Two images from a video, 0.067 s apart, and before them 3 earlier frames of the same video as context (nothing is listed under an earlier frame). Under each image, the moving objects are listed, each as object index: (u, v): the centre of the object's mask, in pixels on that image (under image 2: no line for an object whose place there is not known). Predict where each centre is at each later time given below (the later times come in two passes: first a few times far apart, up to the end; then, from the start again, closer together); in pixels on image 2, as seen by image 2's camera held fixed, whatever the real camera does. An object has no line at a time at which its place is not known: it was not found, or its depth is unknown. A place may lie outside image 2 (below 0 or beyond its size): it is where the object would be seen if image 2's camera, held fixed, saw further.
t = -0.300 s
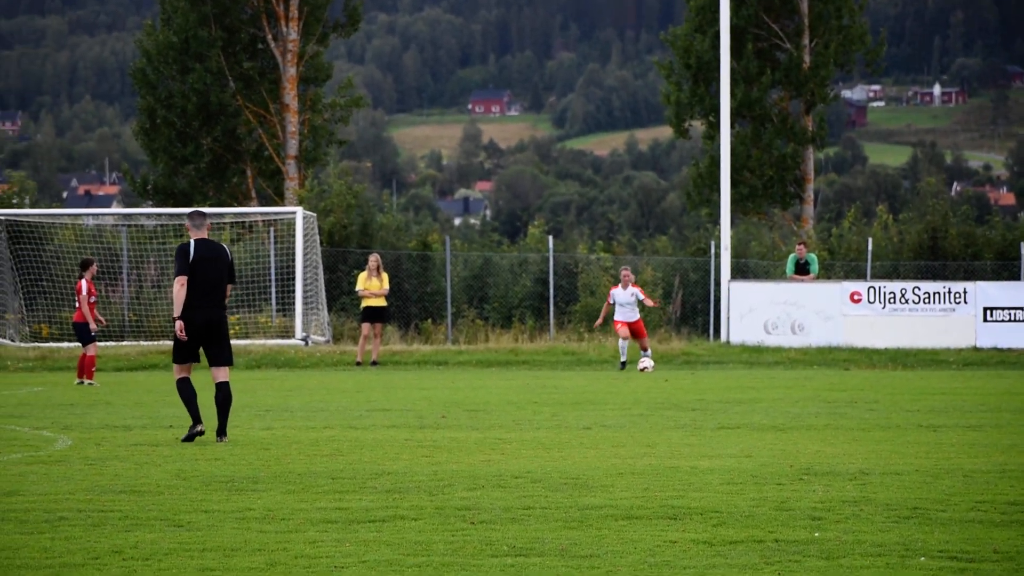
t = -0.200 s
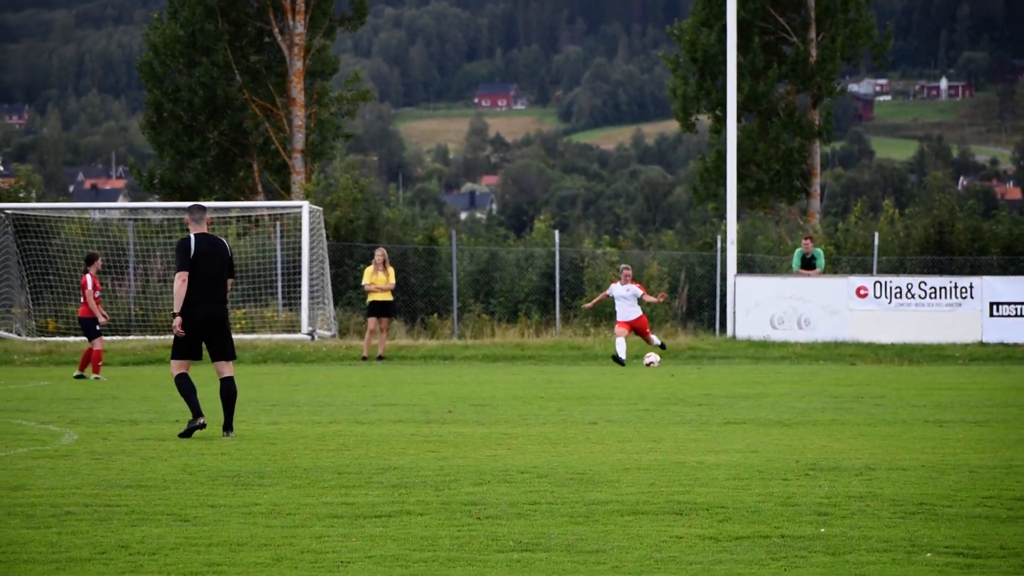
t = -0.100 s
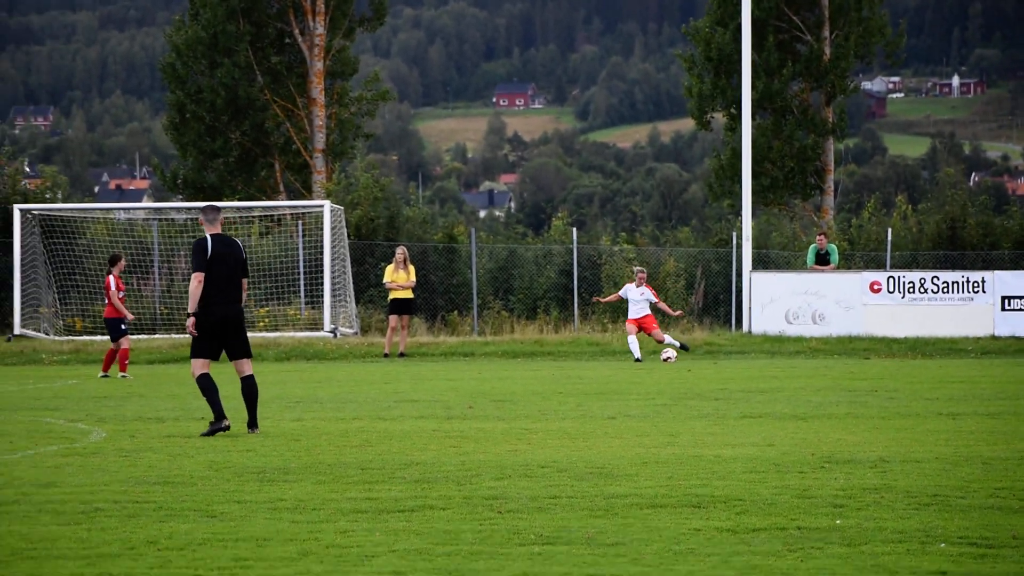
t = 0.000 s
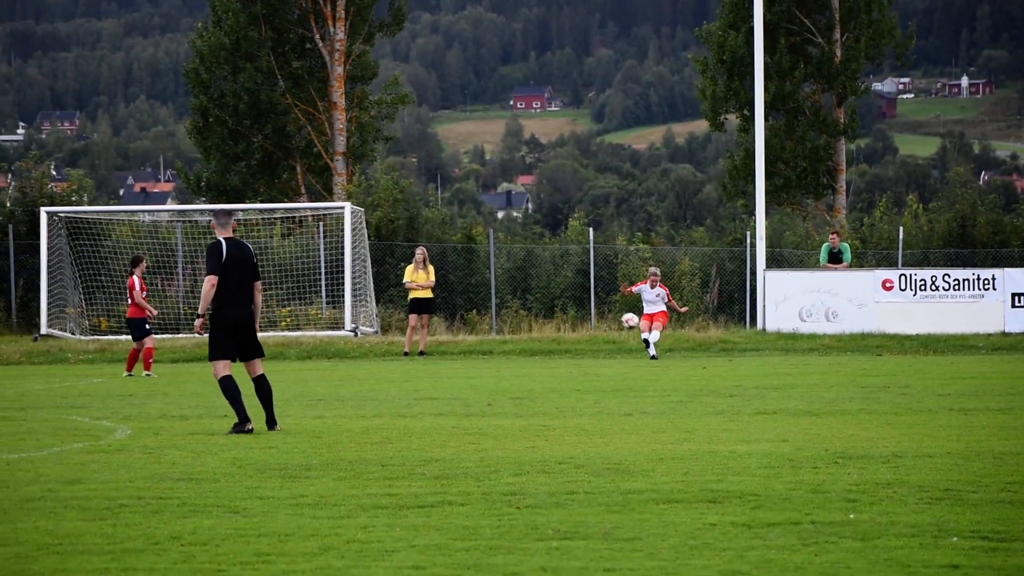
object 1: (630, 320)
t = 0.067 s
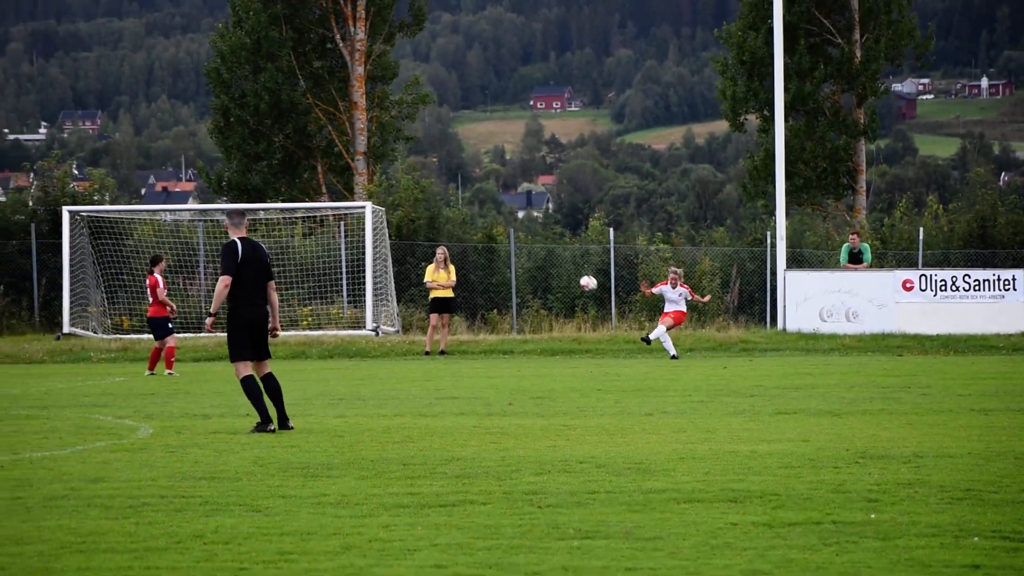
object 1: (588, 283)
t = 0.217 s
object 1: (445, 205)
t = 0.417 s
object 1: (253, 109)
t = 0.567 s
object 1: (101, 35)
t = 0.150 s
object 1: (509, 238)
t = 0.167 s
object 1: (493, 229)
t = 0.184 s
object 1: (477, 221)
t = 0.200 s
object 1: (461, 212)
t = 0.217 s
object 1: (445, 205)
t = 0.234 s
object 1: (429, 198)
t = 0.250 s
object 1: (414, 191)
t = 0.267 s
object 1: (398, 182)
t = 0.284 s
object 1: (382, 173)
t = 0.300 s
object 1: (366, 165)
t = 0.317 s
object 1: (350, 157)
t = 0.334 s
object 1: (334, 149)
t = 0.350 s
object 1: (318, 141)
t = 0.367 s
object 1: (302, 134)
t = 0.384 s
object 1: (286, 126)
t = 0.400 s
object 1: (270, 117)
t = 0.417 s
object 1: (253, 109)
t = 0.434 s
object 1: (237, 101)
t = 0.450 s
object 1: (220, 93)
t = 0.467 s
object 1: (203, 84)
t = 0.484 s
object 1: (187, 76)
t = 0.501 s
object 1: (170, 67)
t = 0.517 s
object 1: (153, 59)
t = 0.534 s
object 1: (135, 51)
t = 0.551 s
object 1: (118, 43)
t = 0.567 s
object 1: (101, 35)
